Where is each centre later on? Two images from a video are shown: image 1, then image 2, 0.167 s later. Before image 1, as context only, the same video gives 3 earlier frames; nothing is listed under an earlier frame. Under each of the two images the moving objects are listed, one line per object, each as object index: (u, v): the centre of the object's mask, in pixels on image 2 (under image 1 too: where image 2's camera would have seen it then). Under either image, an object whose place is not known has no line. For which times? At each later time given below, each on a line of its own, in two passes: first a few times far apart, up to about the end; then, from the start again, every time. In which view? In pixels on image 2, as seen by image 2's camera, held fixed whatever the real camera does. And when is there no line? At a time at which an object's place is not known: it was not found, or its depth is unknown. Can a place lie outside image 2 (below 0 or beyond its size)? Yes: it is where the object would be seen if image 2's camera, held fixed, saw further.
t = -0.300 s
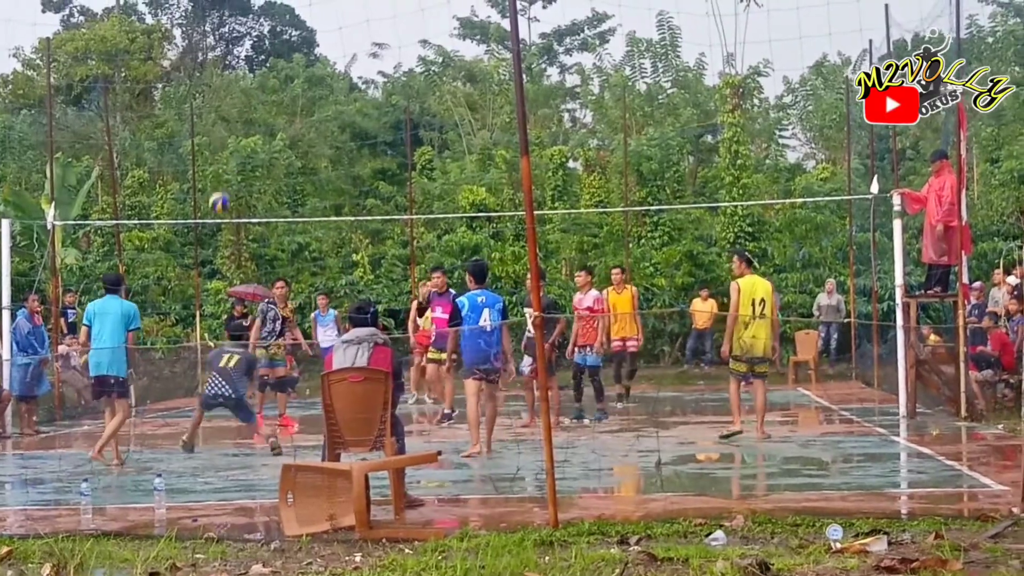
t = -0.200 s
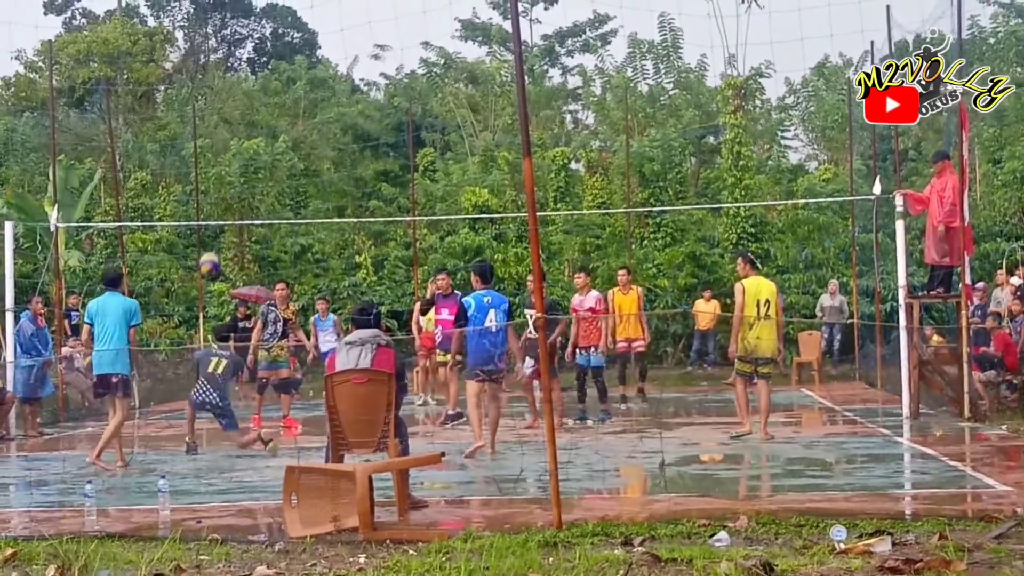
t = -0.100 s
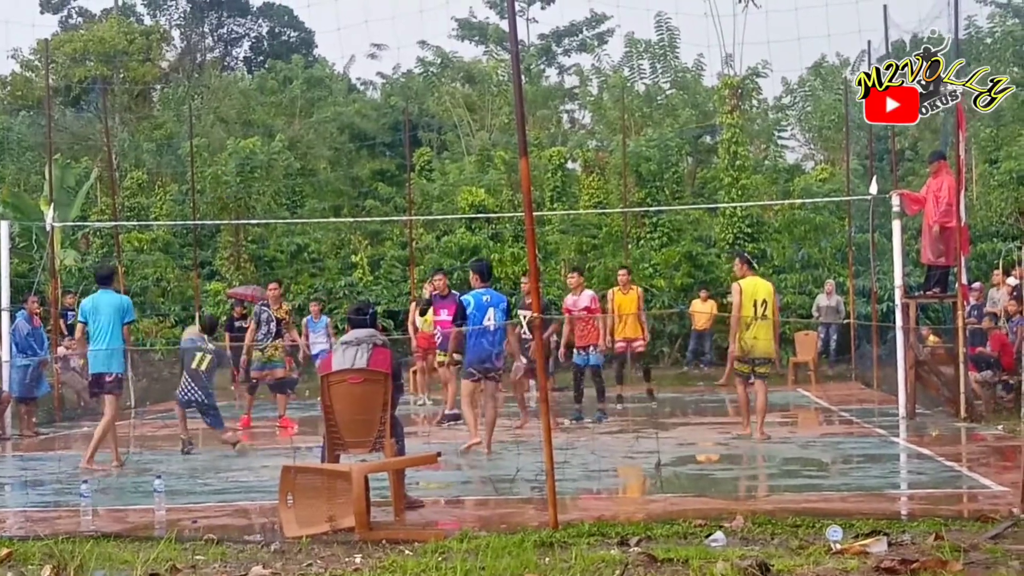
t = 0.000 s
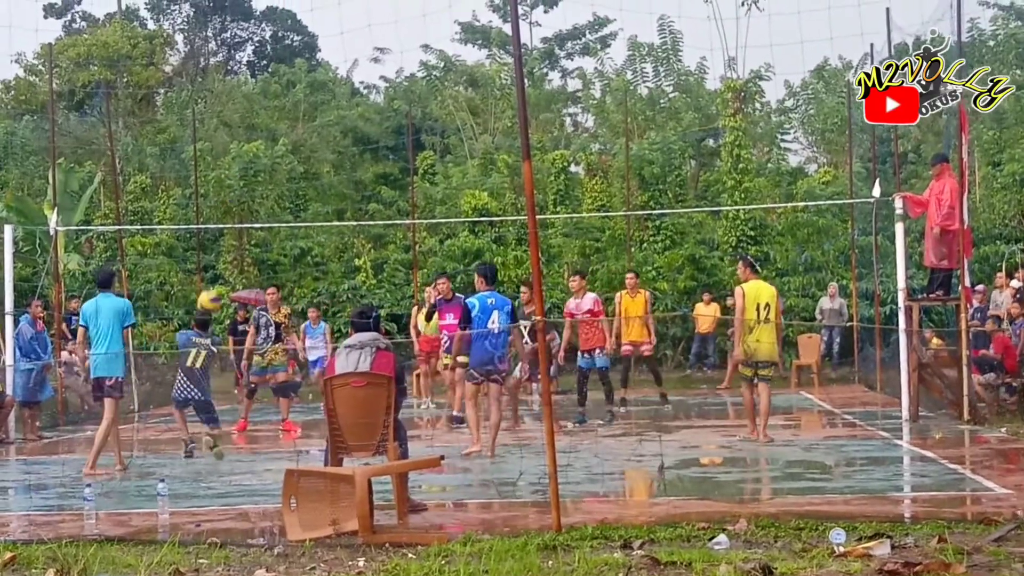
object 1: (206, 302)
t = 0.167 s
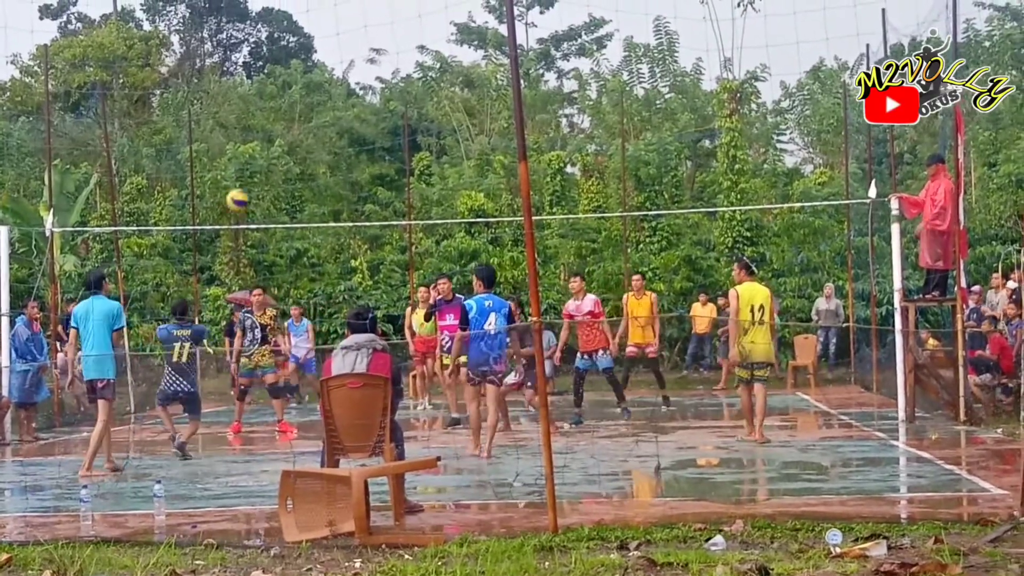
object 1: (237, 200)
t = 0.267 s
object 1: (256, 154)
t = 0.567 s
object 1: (312, 82)
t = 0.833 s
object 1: (360, 97)
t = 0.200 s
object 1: (244, 183)
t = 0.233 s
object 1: (250, 168)
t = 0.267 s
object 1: (256, 154)
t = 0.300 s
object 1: (262, 142)
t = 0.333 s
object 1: (269, 130)
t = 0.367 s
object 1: (275, 120)
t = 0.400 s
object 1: (281, 109)
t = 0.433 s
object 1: (288, 102)
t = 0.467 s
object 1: (293, 95)
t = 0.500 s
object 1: (299, 90)
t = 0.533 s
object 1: (306, 85)
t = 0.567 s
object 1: (312, 82)
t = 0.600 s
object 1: (318, 80)
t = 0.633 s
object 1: (324, 79)
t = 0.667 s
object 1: (330, 79)
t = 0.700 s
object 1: (336, 81)
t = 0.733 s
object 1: (342, 82)
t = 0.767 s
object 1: (348, 86)
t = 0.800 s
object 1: (354, 91)
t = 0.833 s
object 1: (360, 97)
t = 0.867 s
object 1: (365, 101)
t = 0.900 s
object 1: (372, 110)
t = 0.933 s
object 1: (378, 119)
